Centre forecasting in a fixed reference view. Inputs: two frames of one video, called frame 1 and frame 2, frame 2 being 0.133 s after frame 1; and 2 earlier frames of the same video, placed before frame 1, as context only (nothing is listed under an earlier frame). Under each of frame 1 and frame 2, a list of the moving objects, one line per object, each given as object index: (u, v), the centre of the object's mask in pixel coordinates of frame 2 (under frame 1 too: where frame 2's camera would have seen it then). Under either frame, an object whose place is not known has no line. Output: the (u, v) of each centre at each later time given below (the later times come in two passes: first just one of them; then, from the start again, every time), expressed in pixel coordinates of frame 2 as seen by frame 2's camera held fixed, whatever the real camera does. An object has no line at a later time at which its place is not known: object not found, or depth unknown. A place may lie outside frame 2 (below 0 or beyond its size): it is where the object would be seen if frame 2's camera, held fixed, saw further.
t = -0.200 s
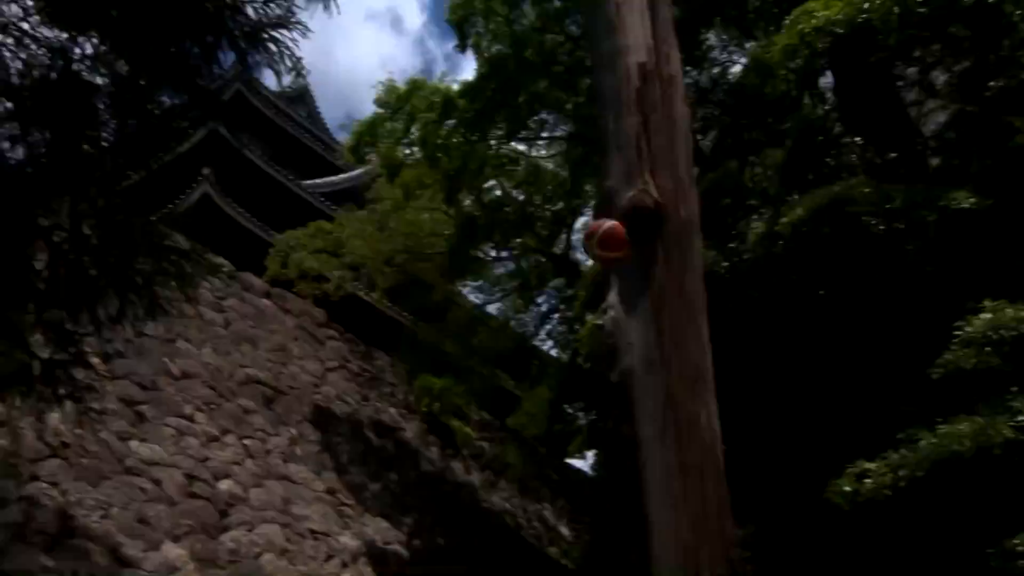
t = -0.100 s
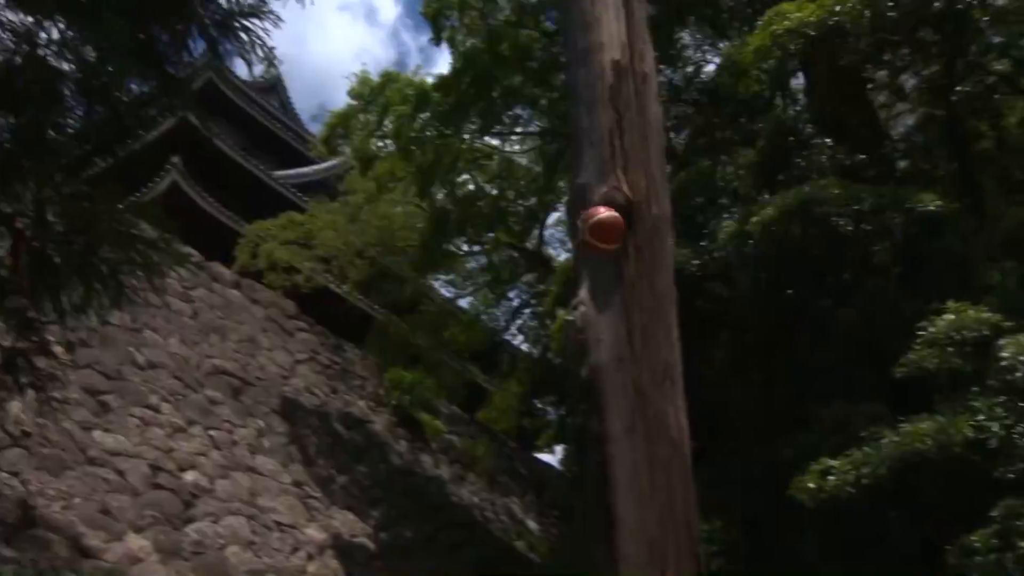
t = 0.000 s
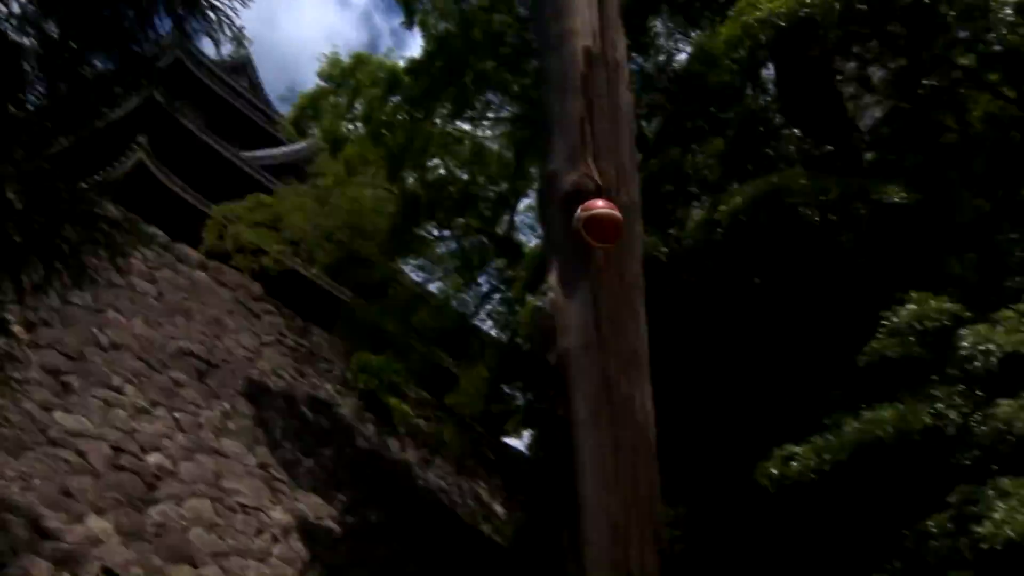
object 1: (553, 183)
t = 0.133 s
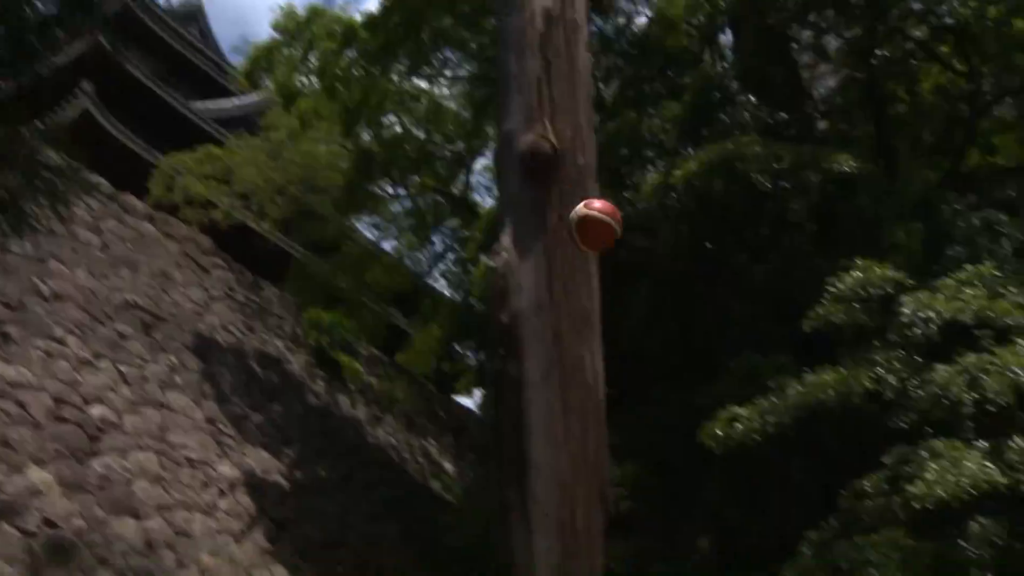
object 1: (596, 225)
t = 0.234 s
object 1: (635, 285)
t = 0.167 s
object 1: (609, 242)
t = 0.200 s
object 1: (621, 261)
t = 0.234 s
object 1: (635, 285)
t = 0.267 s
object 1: (650, 310)
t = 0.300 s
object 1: (665, 340)
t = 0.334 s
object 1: (682, 374)
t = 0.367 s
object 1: (702, 414)
